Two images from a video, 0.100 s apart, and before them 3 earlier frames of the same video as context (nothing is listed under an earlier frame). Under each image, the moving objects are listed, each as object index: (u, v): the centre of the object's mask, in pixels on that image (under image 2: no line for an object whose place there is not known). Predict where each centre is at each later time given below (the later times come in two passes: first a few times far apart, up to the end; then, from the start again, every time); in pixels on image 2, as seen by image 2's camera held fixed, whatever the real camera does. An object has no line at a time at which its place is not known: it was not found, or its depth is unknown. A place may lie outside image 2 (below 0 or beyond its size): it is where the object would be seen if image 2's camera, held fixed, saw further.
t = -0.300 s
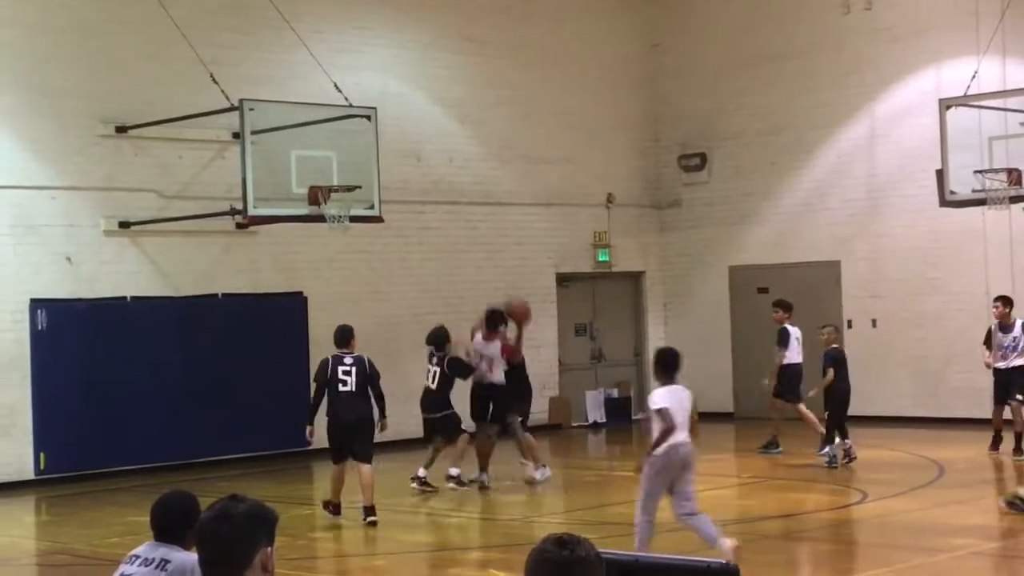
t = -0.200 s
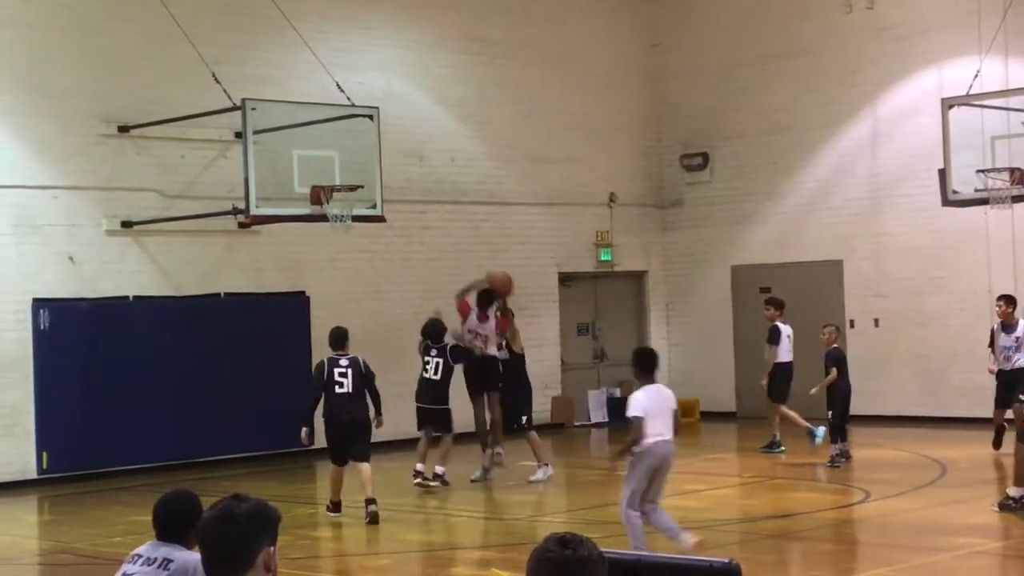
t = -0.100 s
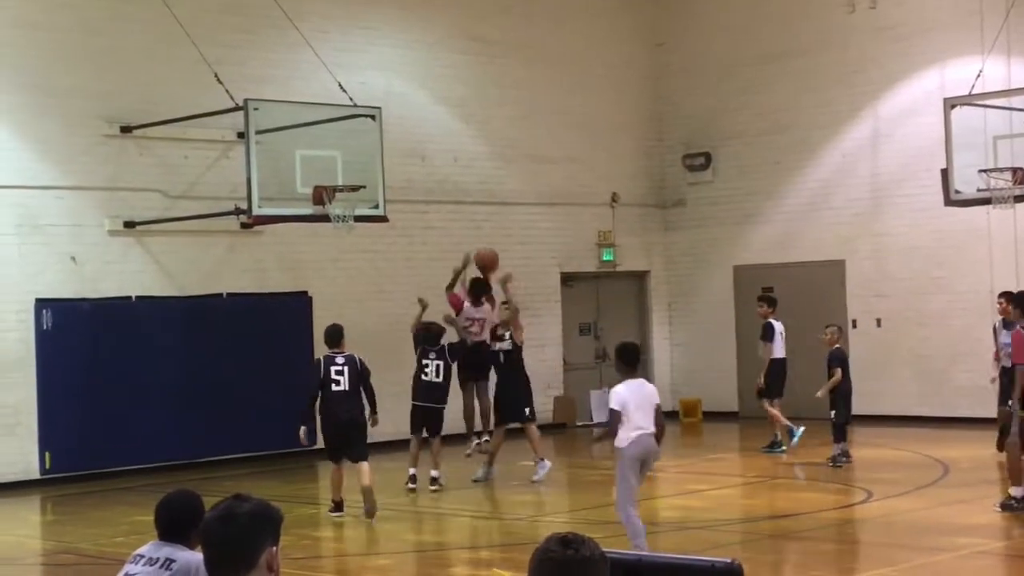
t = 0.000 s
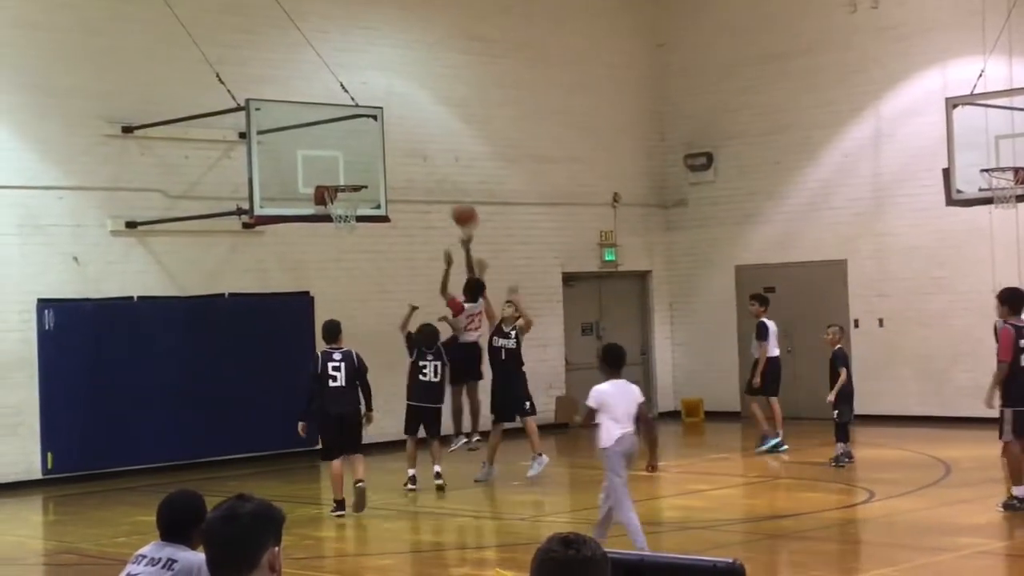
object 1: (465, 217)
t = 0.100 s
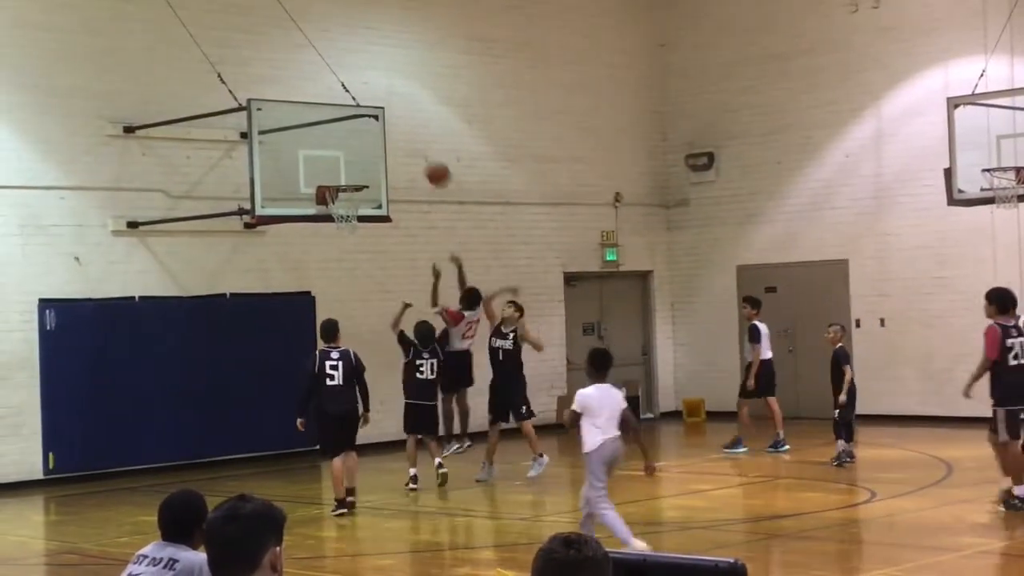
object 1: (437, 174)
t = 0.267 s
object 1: (393, 128)
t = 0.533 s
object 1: (329, 112)
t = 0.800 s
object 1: (373, 153)
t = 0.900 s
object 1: (394, 186)
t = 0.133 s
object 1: (428, 162)
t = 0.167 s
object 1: (419, 152)
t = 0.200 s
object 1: (410, 143)
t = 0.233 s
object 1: (402, 135)
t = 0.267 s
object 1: (393, 128)
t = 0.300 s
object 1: (385, 122)
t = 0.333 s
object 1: (377, 118)
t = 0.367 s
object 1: (368, 115)
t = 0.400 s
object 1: (360, 112)
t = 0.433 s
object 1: (352, 111)
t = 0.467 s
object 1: (344, 110)
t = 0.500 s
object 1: (336, 110)
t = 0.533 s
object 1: (329, 112)
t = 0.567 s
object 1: (327, 114)
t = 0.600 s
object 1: (333, 116)
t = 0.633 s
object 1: (340, 120)
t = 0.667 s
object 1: (346, 125)
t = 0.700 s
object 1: (353, 131)
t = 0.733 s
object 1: (359, 137)
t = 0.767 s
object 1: (366, 145)
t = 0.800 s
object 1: (373, 153)
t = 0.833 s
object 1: (380, 164)
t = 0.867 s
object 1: (386, 174)
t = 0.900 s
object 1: (394, 186)
